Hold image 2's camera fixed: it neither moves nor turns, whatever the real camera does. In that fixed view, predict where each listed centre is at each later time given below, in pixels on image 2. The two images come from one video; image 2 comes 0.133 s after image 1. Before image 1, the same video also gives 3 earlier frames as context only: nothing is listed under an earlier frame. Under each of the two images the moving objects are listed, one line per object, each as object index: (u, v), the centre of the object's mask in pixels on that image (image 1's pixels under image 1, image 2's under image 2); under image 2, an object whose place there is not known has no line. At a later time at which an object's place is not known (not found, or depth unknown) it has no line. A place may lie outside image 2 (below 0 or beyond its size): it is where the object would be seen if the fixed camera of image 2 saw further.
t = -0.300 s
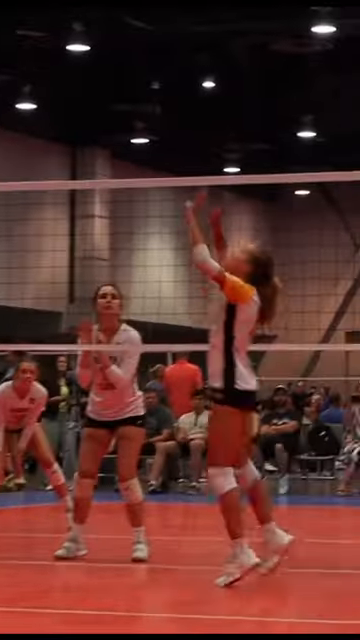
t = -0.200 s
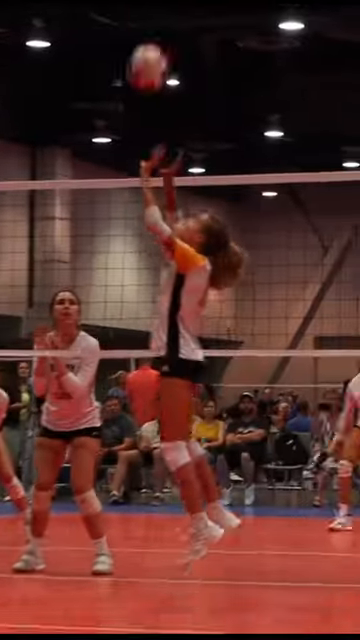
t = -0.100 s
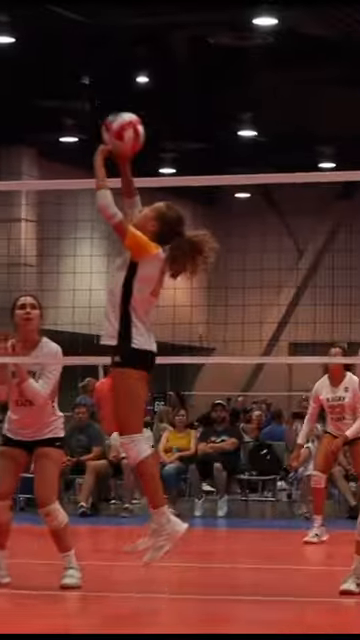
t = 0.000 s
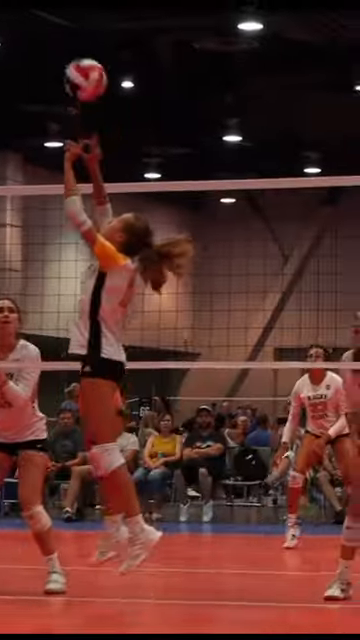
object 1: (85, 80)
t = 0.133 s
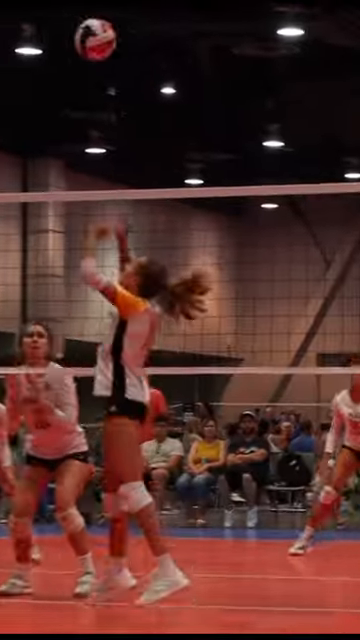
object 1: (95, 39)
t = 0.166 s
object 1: (84, 33)
